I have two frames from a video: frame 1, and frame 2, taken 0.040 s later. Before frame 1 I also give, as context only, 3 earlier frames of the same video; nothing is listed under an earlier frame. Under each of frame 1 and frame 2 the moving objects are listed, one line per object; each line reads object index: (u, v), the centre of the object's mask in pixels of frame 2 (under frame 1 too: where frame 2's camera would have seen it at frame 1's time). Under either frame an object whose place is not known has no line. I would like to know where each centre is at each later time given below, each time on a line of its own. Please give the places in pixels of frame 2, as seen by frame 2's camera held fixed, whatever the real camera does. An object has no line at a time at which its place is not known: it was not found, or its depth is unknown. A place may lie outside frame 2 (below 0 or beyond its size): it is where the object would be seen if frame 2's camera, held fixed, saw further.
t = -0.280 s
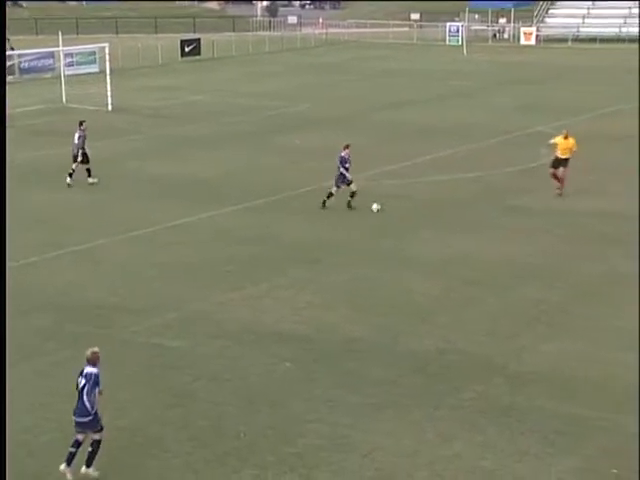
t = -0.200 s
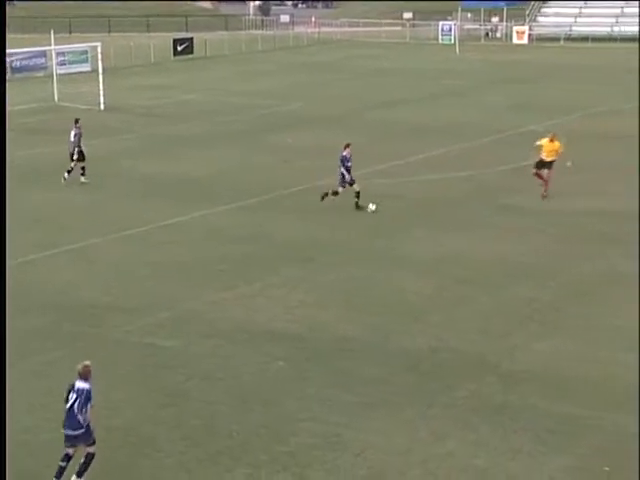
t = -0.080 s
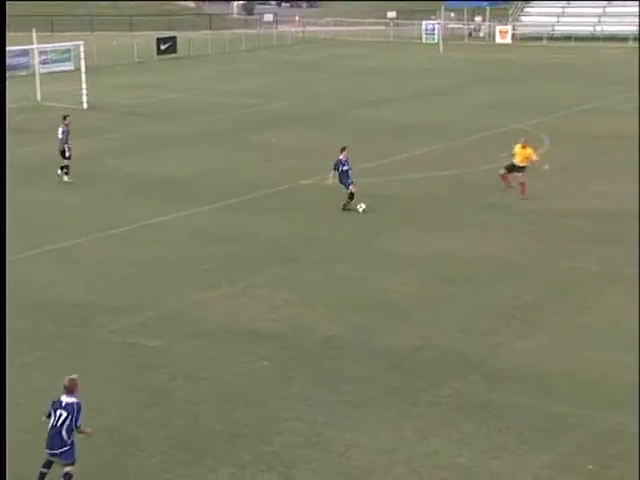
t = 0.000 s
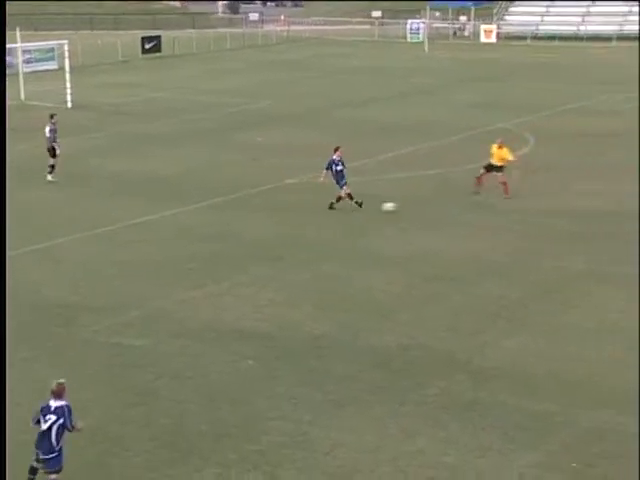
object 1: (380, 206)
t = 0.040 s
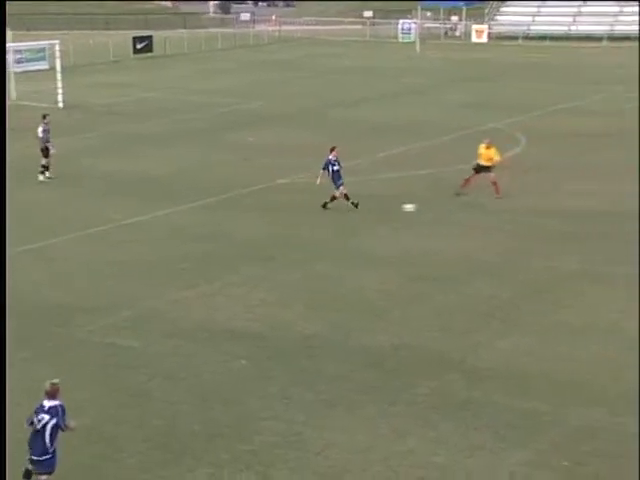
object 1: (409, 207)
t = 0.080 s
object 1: (436, 208)
